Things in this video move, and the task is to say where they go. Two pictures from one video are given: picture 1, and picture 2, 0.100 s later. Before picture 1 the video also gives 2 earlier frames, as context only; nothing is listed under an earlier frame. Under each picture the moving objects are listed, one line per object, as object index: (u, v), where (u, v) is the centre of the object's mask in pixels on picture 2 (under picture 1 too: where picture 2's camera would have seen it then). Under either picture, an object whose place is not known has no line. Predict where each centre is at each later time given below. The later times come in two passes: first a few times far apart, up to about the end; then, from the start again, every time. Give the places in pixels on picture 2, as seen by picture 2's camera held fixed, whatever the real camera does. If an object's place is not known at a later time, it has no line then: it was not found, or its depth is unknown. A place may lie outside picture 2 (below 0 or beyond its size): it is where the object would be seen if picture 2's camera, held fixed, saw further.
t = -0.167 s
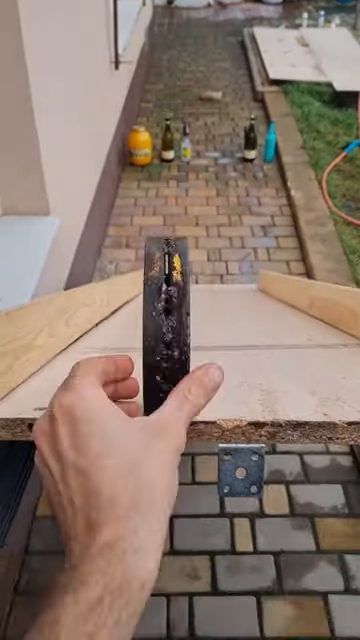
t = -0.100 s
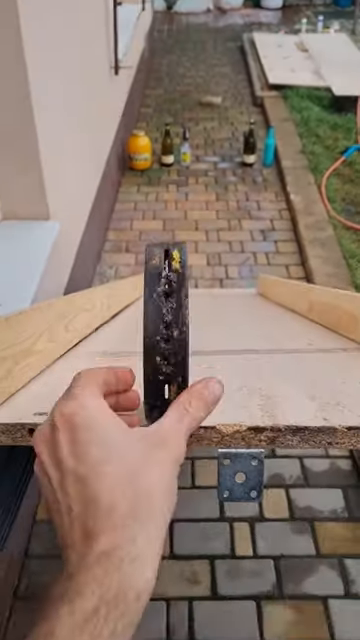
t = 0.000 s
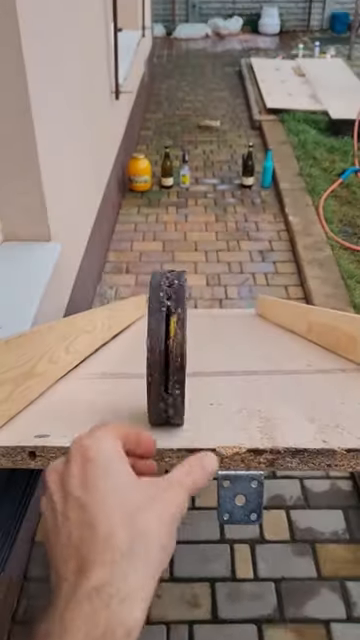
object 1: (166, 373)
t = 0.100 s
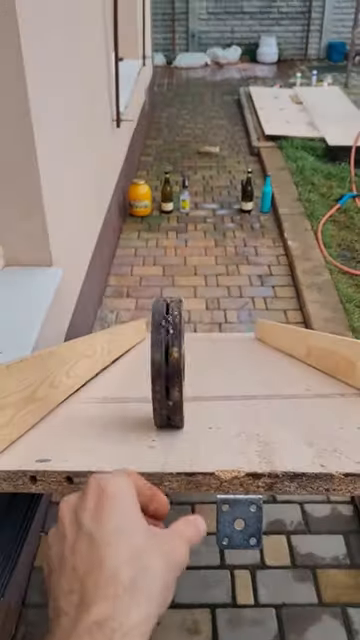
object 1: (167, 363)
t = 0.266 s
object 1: (172, 350)
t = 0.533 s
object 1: (171, 333)
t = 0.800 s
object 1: (171, 322)
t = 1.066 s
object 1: (168, 262)
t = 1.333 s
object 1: (162, 202)
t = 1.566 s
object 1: (149, 177)
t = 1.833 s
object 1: (142, 158)
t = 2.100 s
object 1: (153, 141)
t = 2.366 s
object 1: (159, 129)
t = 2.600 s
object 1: (162, 119)
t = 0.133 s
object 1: (169, 359)
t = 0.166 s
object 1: (171, 357)
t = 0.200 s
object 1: (171, 353)
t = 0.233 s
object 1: (172, 351)
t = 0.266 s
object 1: (172, 350)
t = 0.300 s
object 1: (171, 348)
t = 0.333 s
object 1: (171, 344)
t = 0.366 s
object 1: (172, 343)
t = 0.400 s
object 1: (172, 340)
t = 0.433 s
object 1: (172, 338)
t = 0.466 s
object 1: (172, 336)
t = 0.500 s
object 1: (172, 334)
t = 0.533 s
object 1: (171, 333)
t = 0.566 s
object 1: (171, 331)
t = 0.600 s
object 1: (171, 329)
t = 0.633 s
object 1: (171, 328)
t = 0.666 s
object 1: (171, 326)
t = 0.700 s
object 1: (171, 326)
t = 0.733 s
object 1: (171, 324)
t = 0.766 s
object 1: (171, 323)
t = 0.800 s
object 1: (171, 322)
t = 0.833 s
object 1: (171, 321)
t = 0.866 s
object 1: (172, 318)
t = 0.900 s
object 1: (172, 316)
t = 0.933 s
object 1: (172, 305)
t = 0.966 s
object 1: (171, 294)
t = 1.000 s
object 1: (170, 283)
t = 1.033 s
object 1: (170, 272)
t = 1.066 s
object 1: (168, 262)
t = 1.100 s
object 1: (168, 253)
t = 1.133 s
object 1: (167, 245)
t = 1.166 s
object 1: (167, 238)
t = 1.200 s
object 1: (166, 231)
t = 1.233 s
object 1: (165, 221)
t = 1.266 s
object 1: (165, 216)
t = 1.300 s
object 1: (163, 211)
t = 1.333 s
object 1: (162, 202)
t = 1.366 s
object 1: (159, 196)
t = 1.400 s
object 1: (159, 193)
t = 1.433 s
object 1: (158, 192)
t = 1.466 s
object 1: (157, 190)
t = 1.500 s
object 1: (154, 188)
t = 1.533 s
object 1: (154, 187)
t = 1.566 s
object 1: (149, 177)
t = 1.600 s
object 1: (147, 175)
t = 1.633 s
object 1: (146, 171)
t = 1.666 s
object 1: (145, 169)
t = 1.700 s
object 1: (140, 169)
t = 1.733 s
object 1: (139, 166)
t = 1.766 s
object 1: (139, 164)
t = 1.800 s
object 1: (140, 162)
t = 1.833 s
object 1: (142, 158)
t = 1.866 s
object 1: (143, 156)
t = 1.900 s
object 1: (144, 154)
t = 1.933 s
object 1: (145, 152)
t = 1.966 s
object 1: (148, 149)
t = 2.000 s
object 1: (149, 148)
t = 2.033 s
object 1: (149, 147)
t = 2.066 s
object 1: (152, 144)
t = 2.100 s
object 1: (153, 141)
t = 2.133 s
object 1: (154, 141)
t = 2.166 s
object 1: (155, 139)
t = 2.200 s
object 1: (156, 138)
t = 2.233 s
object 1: (157, 136)
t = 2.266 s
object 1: (157, 134)
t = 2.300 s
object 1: (158, 132)
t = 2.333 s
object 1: (158, 131)
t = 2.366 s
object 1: (159, 129)
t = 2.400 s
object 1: (160, 128)
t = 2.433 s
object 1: (160, 127)
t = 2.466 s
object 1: (161, 126)
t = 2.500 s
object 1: (162, 125)
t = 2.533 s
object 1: (162, 124)
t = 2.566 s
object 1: (162, 122)
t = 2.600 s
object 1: (162, 119)
